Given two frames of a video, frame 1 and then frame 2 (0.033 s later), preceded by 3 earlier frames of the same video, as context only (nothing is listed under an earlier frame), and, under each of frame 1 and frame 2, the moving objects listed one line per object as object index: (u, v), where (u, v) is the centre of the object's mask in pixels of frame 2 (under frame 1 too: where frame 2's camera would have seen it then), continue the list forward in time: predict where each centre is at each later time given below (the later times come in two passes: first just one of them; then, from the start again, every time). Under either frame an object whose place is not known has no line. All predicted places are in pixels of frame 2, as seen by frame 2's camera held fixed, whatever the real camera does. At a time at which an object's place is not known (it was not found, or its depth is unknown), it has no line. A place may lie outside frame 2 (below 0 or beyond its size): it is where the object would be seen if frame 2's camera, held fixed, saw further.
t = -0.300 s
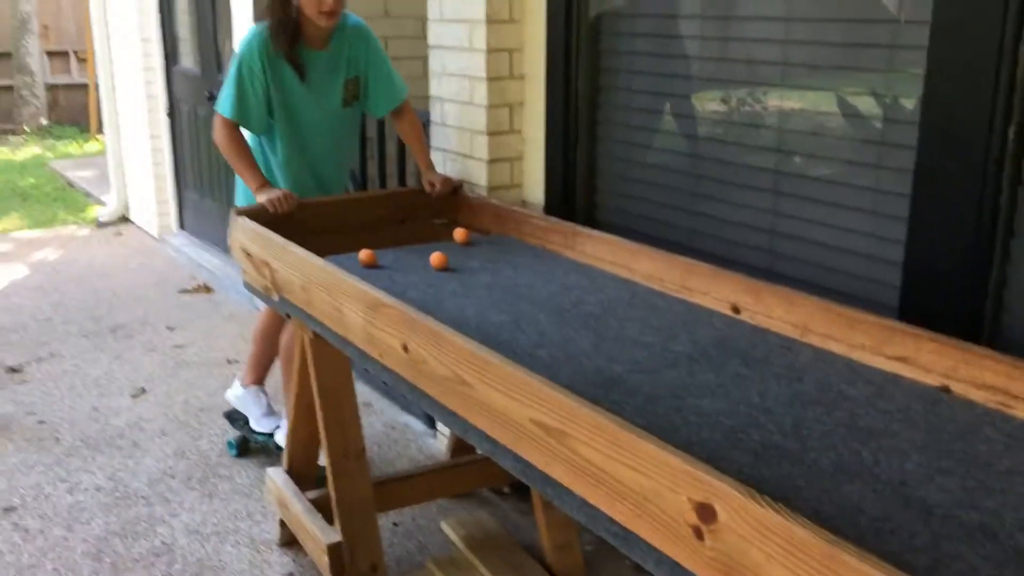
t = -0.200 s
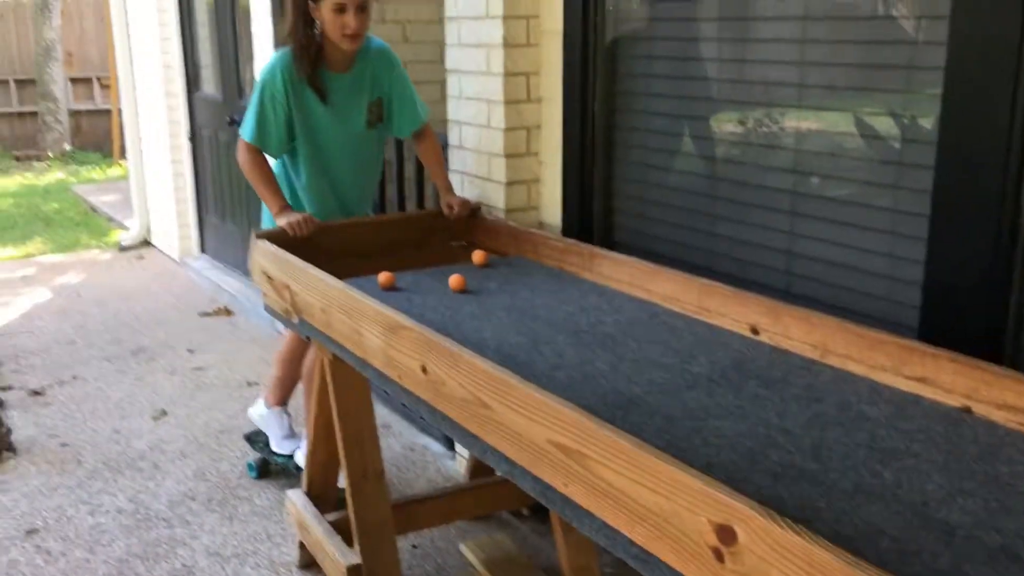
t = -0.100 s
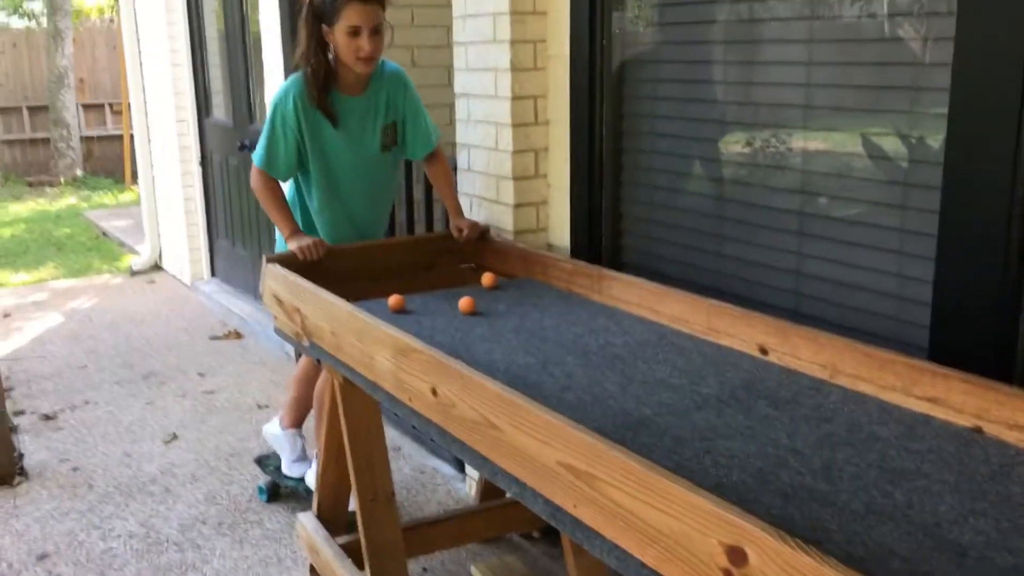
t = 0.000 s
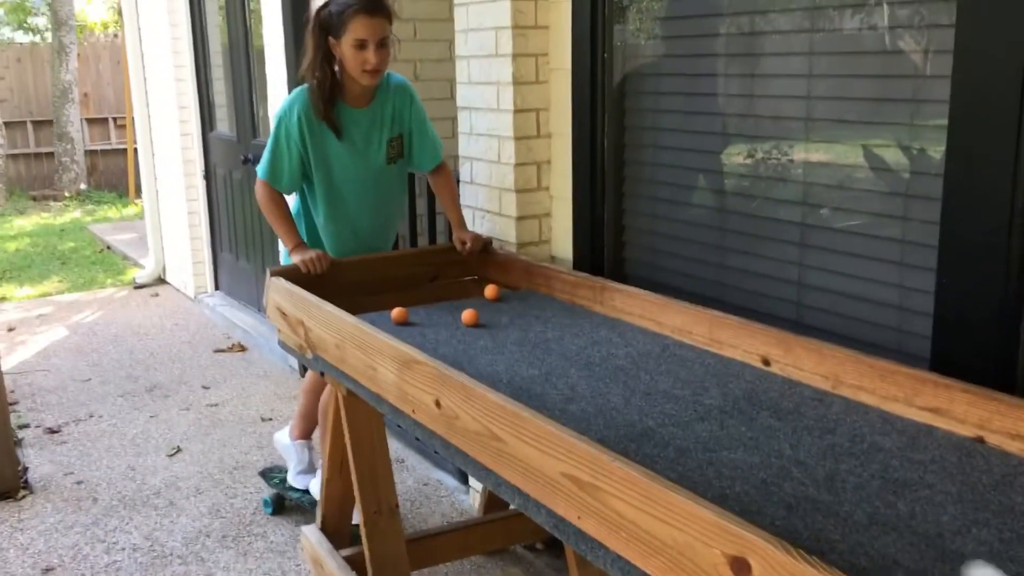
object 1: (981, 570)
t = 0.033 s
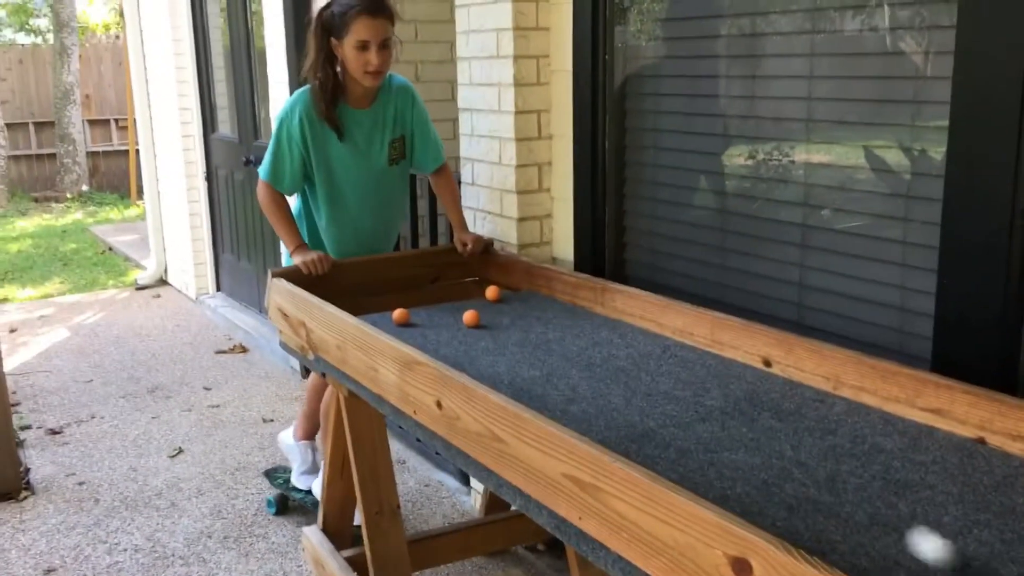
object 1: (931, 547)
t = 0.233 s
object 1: (733, 412)
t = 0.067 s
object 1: (882, 514)
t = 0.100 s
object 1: (842, 489)
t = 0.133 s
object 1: (808, 465)
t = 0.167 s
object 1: (779, 445)
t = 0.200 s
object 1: (754, 428)
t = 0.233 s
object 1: (733, 412)
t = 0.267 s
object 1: (713, 398)
